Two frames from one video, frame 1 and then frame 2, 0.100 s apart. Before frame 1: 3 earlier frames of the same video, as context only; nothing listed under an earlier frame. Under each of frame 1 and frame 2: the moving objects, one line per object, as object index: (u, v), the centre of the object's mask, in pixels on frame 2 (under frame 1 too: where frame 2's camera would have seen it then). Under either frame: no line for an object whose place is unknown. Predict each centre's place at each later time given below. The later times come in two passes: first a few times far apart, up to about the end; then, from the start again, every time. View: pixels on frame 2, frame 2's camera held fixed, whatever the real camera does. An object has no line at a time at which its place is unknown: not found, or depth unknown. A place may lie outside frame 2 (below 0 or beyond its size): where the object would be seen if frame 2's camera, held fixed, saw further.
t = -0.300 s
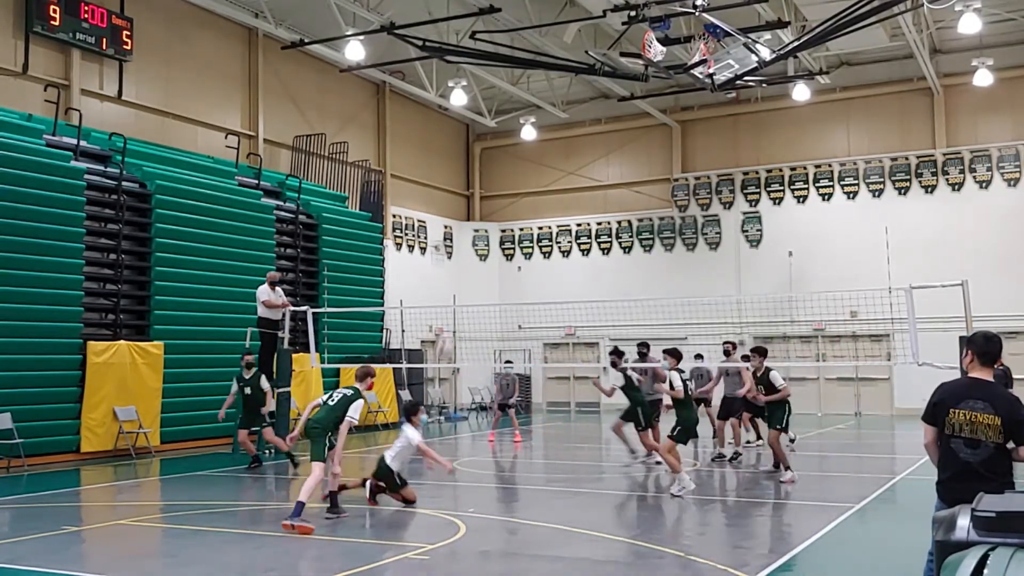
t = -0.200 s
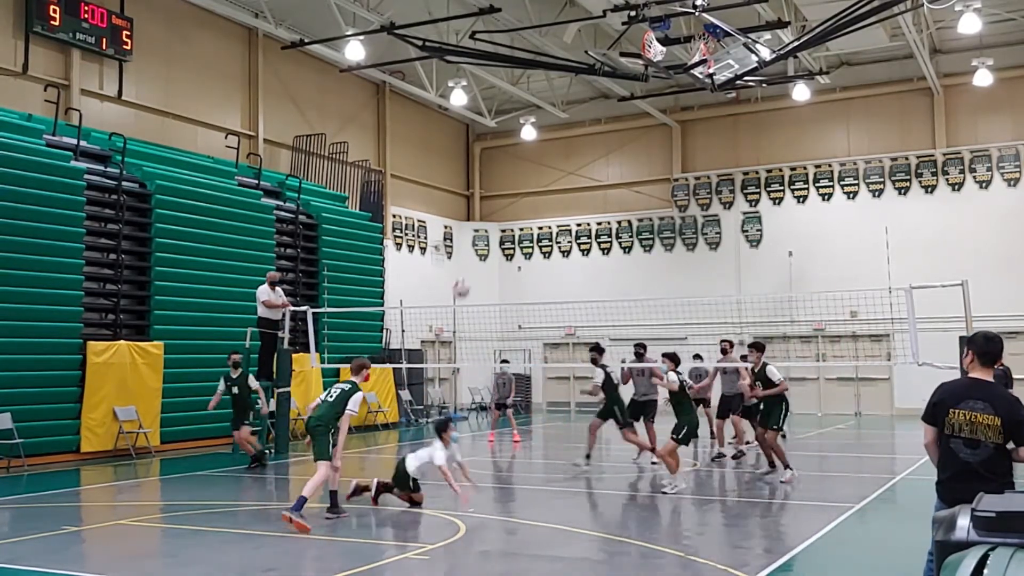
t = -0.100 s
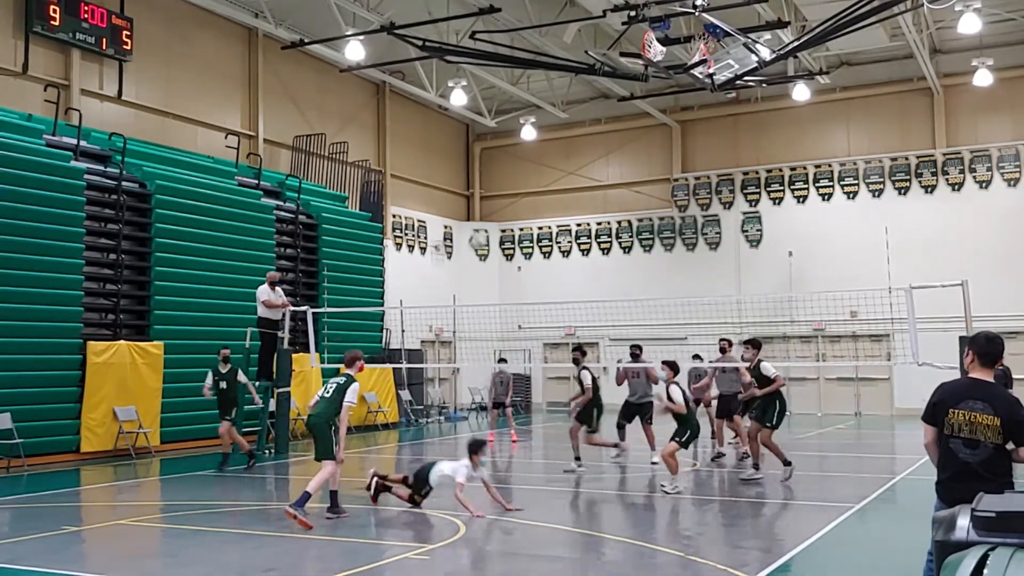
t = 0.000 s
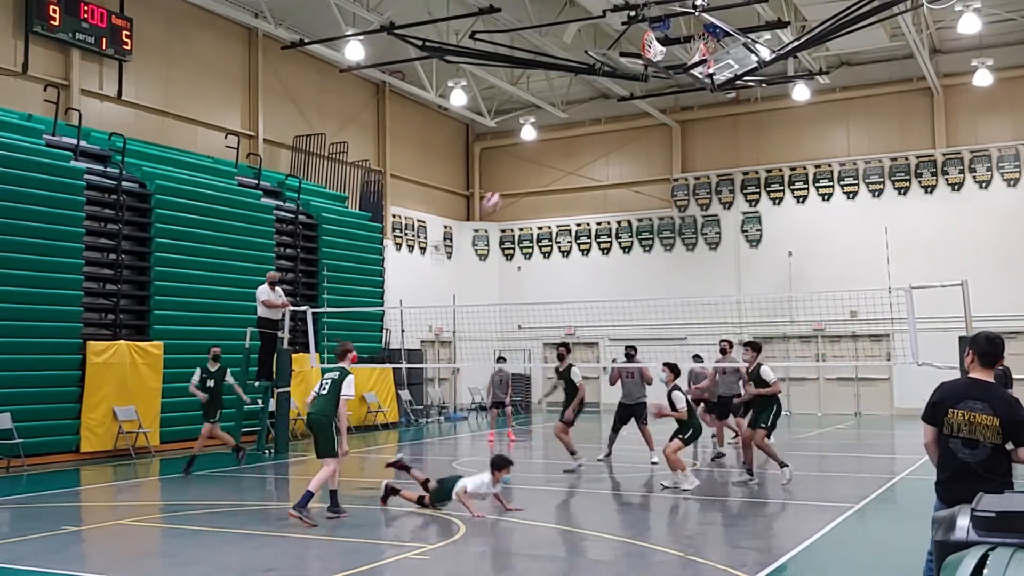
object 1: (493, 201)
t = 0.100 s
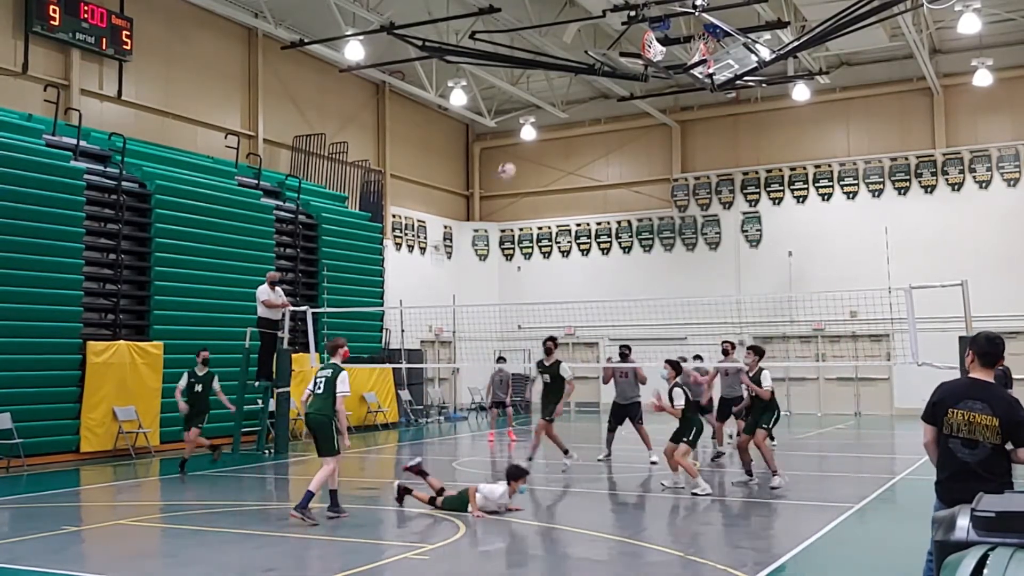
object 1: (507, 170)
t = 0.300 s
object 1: (537, 137)
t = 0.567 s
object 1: (570, 143)
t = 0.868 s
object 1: (608, 213)
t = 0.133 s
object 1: (512, 162)
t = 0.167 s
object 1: (517, 155)
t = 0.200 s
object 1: (521, 150)
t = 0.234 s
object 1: (526, 146)
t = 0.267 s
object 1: (530, 142)
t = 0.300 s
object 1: (537, 137)
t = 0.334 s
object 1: (541, 133)
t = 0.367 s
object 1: (544, 132)
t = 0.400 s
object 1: (548, 132)
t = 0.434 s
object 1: (553, 133)
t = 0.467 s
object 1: (557, 134)
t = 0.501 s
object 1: (562, 135)
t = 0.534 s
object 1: (565, 138)
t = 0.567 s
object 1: (570, 143)
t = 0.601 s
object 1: (574, 147)
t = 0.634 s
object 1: (578, 151)
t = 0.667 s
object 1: (582, 159)
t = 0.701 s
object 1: (587, 166)
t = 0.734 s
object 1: (590, 171)
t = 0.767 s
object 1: (596, 183)
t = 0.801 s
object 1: (599, 192)
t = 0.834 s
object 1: (603, 202)
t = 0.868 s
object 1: (608, 213)
